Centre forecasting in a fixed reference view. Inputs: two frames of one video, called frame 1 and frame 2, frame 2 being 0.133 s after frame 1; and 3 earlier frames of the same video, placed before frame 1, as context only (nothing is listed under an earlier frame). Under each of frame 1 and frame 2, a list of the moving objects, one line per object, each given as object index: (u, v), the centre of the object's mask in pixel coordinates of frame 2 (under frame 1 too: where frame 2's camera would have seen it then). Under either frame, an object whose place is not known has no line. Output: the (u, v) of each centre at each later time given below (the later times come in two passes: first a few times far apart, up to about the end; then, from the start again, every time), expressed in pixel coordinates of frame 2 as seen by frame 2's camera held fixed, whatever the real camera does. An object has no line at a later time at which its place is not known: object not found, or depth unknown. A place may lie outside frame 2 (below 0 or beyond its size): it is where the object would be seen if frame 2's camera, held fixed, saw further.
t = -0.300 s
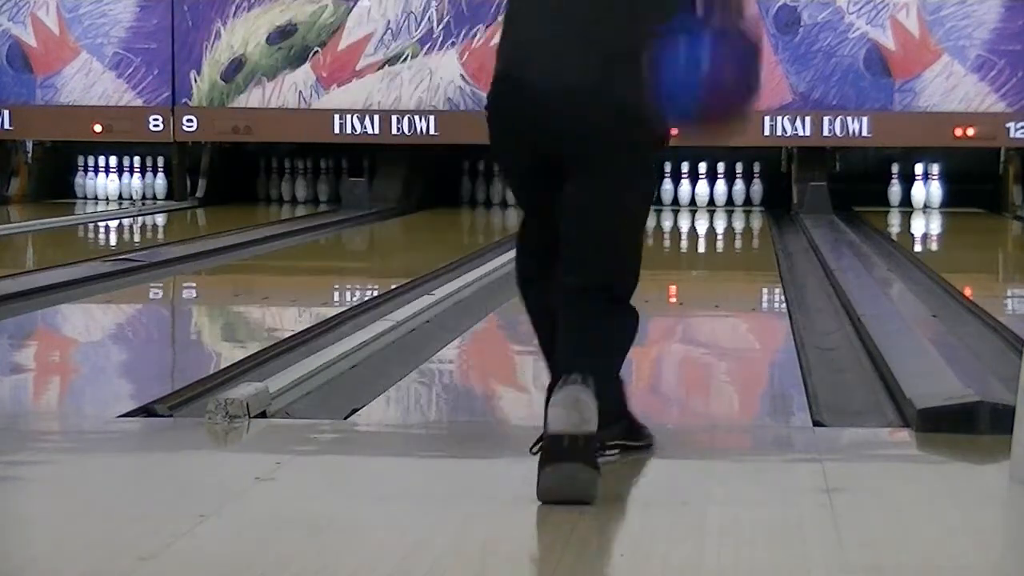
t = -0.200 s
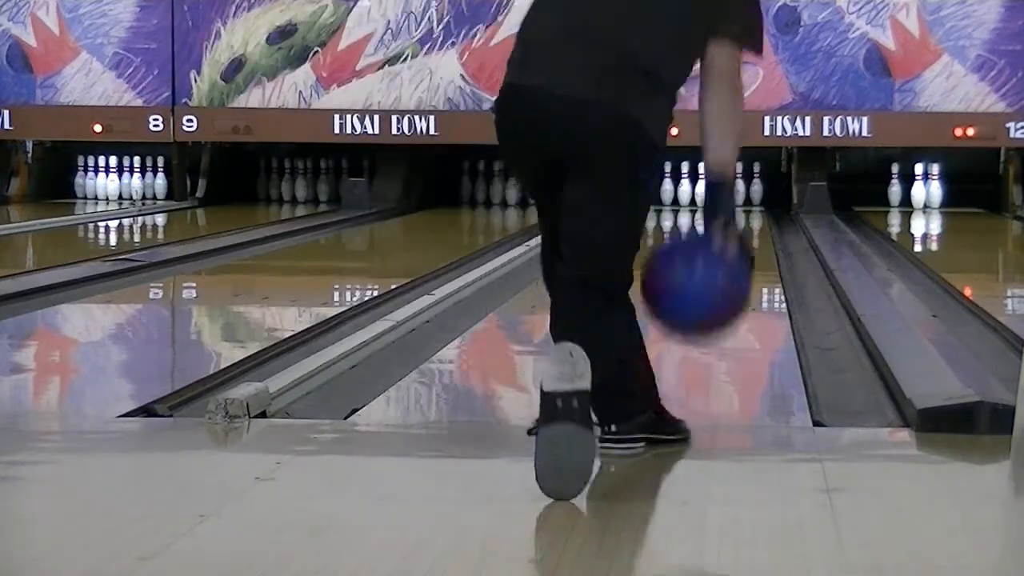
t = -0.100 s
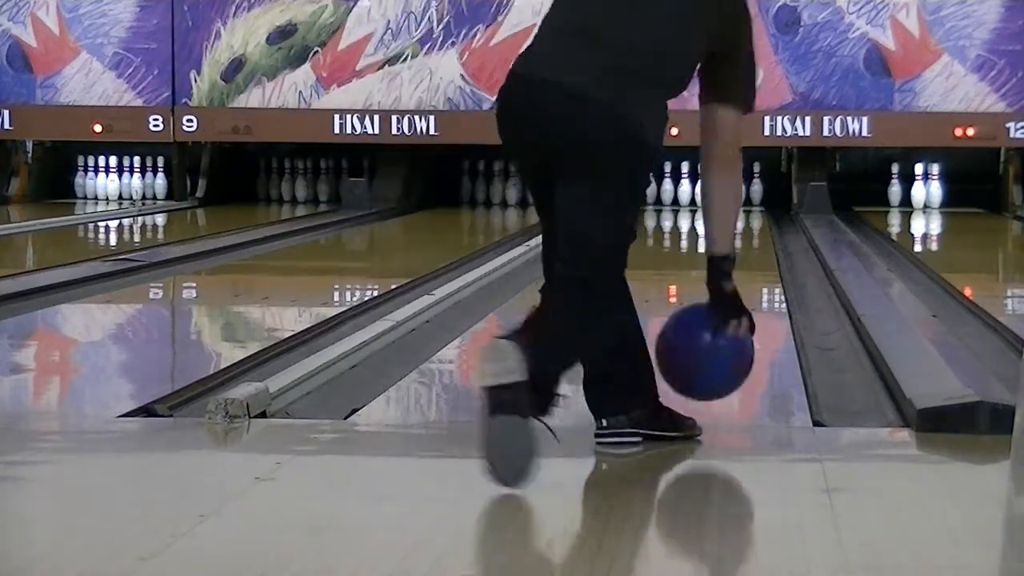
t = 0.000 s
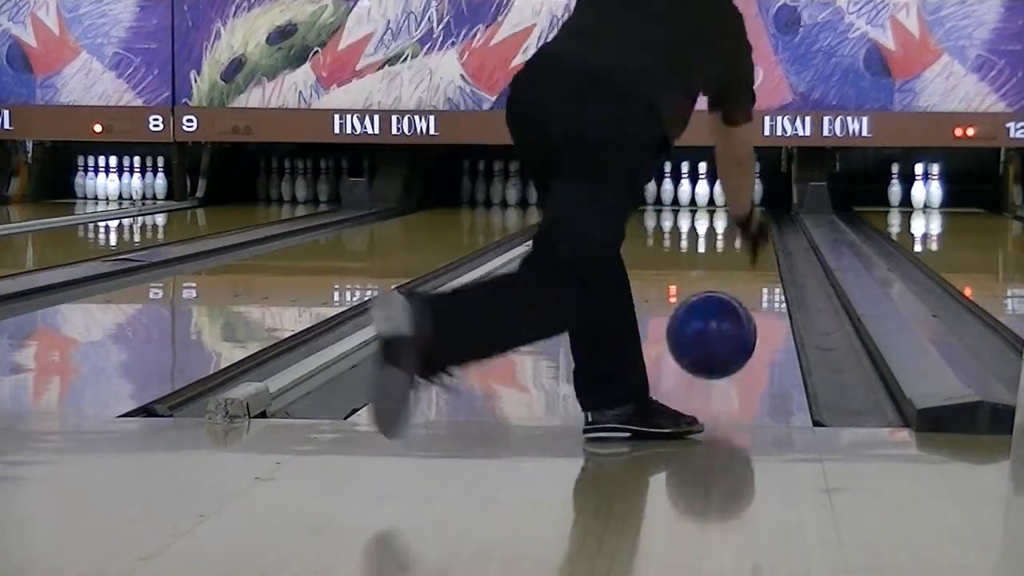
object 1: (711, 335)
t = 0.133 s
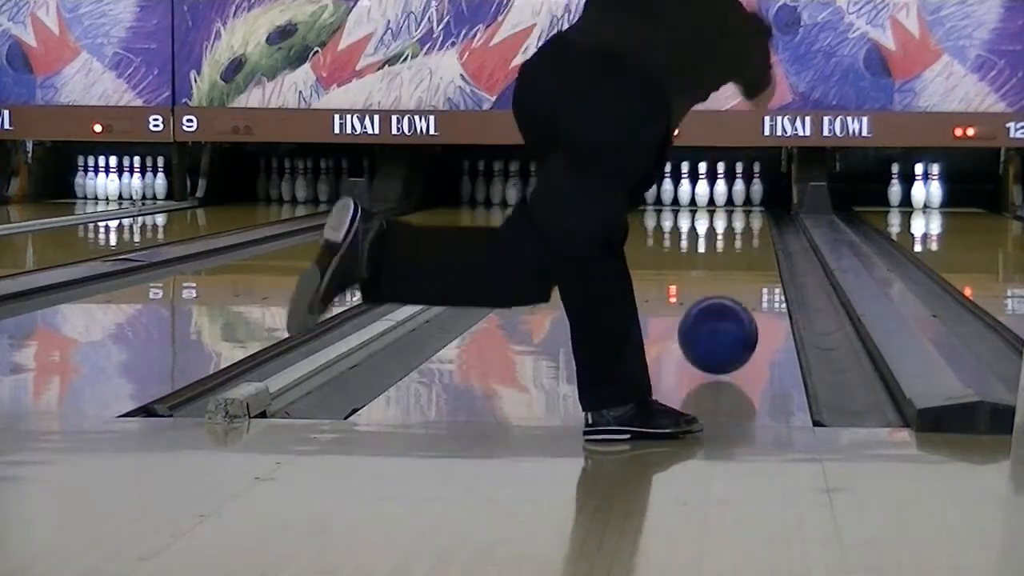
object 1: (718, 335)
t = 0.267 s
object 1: (723, 317)
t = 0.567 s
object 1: (731, 284)
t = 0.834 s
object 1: (735, 262)
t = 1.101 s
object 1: (737, 245)
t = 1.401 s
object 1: (738, 231)
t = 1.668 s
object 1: (738, 222)
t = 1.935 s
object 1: (738, 214)
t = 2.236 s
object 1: (735, 206)
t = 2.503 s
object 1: (730, 201)
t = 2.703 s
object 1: (723, 198)
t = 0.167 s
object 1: (719, 332)
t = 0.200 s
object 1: (720, 327)
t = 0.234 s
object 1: (722, 322)
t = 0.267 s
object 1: (723, 317)
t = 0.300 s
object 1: (724, 313)
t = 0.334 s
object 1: (725, 308)
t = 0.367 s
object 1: (726, 304)
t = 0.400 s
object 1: (727, 301)
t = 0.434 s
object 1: (728, 297)
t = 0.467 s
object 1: (729, 293)
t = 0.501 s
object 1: (729, 290)
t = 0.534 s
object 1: (730, 286)
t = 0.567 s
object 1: (731, 284)
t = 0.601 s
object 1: (731, 281)
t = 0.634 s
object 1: (732, 278)
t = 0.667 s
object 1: (732, 275)
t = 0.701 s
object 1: (733, 273)
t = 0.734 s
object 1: (734, 269)
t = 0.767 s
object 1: (734, 267)
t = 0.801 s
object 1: (734, 265)
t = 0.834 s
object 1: (735, 262)
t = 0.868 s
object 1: (735, 259)
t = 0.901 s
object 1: (736, 257)
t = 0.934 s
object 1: (736, 255)
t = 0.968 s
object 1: (736, 253)
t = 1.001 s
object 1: (736, 251)
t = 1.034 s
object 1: (737, 249)
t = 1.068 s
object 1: (737, 247)
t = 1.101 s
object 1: (737, 245)
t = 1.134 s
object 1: (738, 243)
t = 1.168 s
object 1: (738, 242)
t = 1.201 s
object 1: (738, 240)
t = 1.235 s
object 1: (738, 238)
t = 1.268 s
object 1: (738, 237)
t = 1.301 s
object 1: (738, 236)
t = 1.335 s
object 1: (738, 234)
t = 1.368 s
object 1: (738, 233)
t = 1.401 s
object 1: (738, 231)
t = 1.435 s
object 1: (739, 230)
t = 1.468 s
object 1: (739, 228)
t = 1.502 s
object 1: (739, 228)
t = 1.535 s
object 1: (739, 226)
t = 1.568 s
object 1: (739, 225)
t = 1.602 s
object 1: (738, 224)
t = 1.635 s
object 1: (738, 223)
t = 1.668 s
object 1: (738, 222)
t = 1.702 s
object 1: (738, 221)
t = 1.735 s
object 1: (738, 220)
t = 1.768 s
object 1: (738, 219)
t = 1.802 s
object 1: (738, 218)
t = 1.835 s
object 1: (738, 217)
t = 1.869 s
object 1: (737, 216)
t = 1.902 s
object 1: (738, 215)
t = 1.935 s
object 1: (738, 214)
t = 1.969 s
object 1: (737, 213)
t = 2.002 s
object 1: (737, 212)
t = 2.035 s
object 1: (737, 211)
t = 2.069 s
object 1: (737, 211)
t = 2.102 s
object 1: (737, 209)
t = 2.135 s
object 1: (737, 209)
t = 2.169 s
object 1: (736, 208)
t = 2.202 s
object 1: (736, 207)
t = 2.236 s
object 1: (735, 206)
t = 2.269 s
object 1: (735, 205)
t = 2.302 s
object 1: (734, 205)
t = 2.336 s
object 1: (734, 204)
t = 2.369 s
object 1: (733, 203)
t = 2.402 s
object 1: (732, 203)
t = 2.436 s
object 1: (732, 202)
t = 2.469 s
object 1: (731, 202)
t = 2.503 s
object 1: (730, 201)
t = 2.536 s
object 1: (728, 200)
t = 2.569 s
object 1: (728, 200)
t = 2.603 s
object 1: (726, 200)
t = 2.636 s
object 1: (725, 199)
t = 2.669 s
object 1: (724, 199)
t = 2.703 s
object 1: (723, 198)
